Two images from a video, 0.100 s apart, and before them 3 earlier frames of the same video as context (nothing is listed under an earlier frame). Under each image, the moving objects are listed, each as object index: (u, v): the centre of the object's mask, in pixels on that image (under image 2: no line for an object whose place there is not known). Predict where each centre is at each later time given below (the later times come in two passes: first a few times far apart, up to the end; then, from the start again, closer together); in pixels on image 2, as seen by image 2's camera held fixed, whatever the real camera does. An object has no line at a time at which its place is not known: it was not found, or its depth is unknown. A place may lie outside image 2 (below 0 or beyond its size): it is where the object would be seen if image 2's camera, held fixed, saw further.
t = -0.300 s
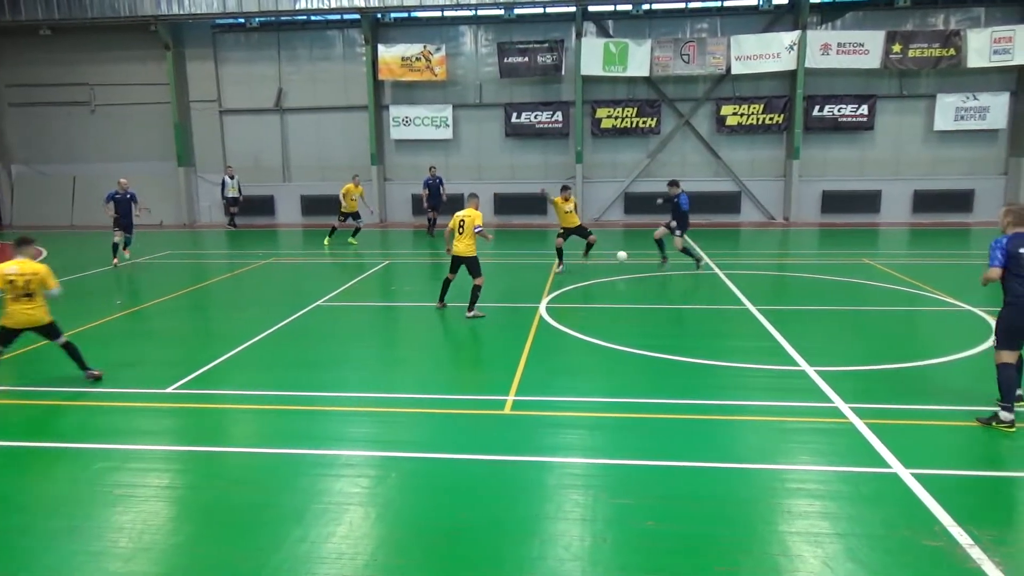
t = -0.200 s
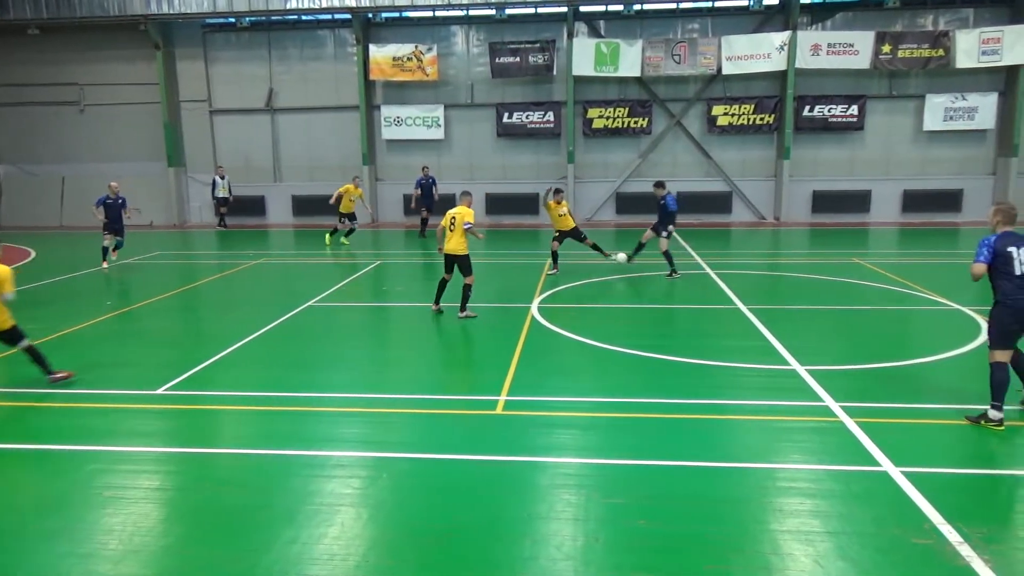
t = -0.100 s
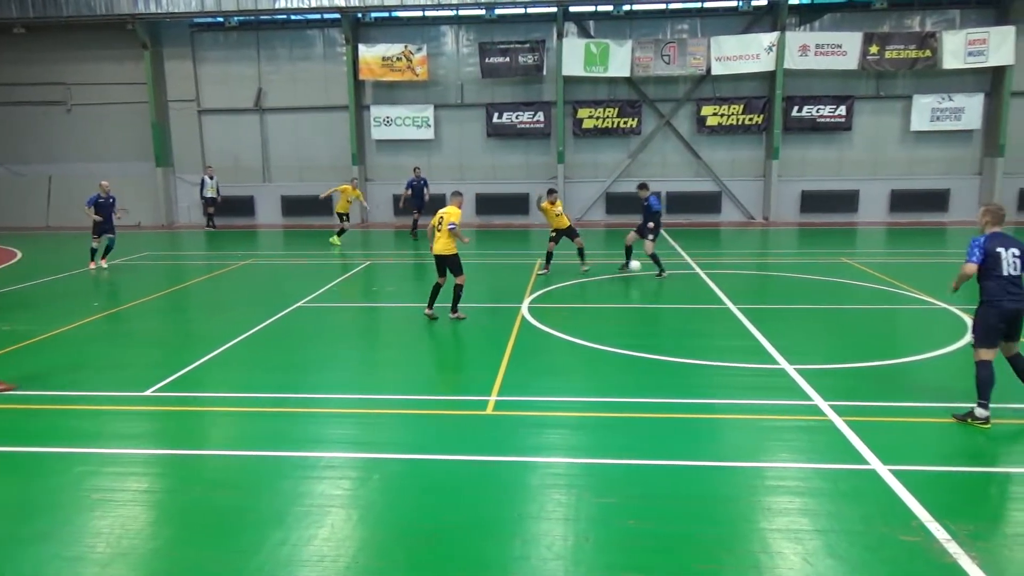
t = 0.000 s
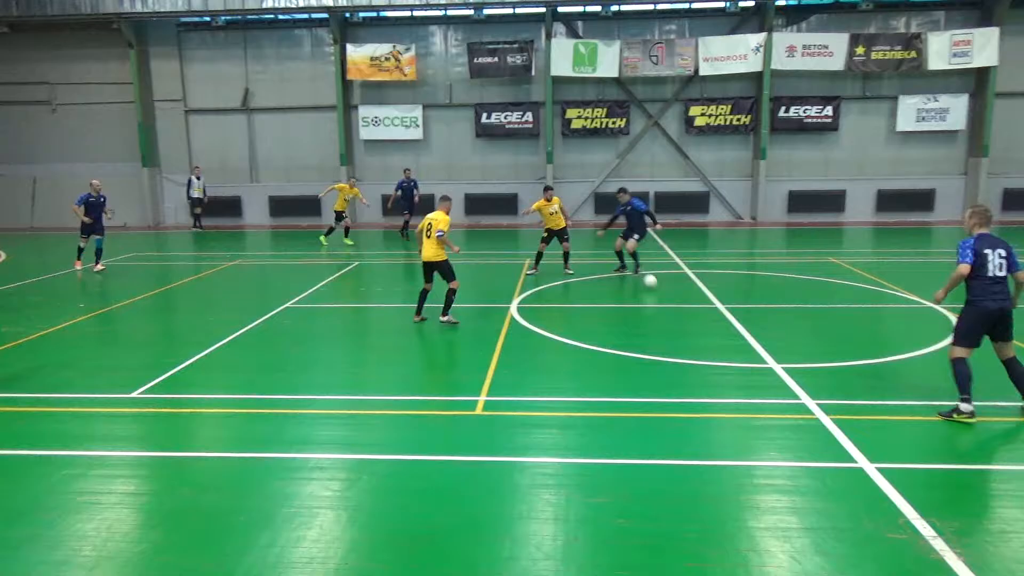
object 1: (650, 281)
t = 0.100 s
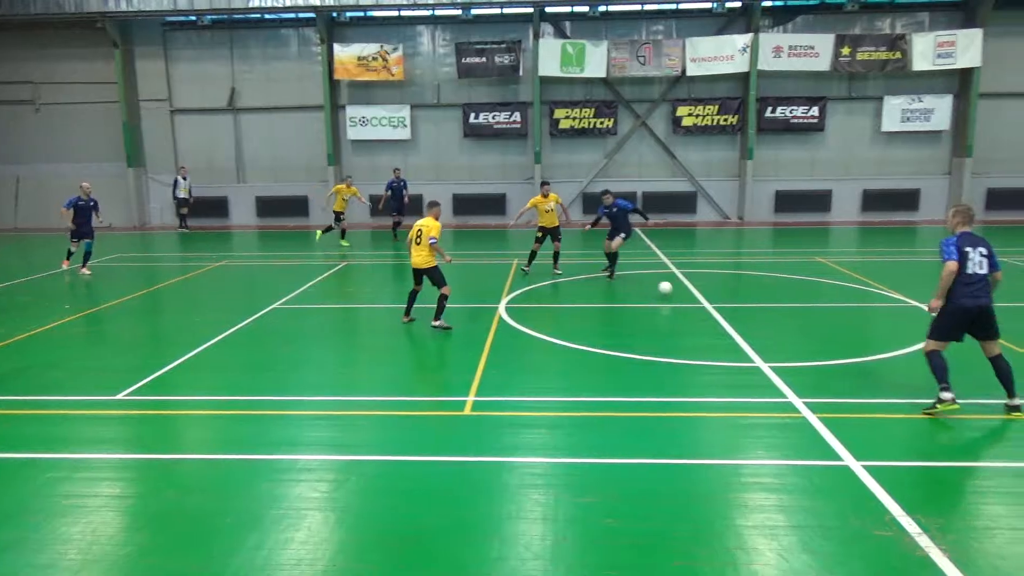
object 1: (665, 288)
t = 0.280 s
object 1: (718, 308)
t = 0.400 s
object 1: (757, 321)
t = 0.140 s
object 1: (676, 291)
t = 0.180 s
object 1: (687, 295)
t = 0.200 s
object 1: (692, 298)
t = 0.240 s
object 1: (706, 304)
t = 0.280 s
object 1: (718, 308)
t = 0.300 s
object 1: (723, 309)
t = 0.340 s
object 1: (737, 313)
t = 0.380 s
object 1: (750, 318)
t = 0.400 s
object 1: (757, 321)
